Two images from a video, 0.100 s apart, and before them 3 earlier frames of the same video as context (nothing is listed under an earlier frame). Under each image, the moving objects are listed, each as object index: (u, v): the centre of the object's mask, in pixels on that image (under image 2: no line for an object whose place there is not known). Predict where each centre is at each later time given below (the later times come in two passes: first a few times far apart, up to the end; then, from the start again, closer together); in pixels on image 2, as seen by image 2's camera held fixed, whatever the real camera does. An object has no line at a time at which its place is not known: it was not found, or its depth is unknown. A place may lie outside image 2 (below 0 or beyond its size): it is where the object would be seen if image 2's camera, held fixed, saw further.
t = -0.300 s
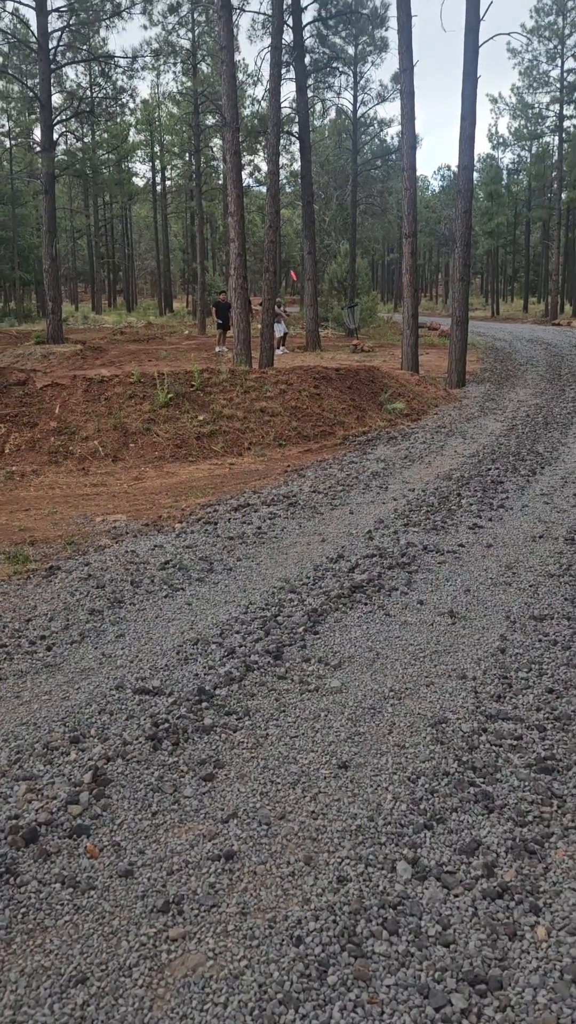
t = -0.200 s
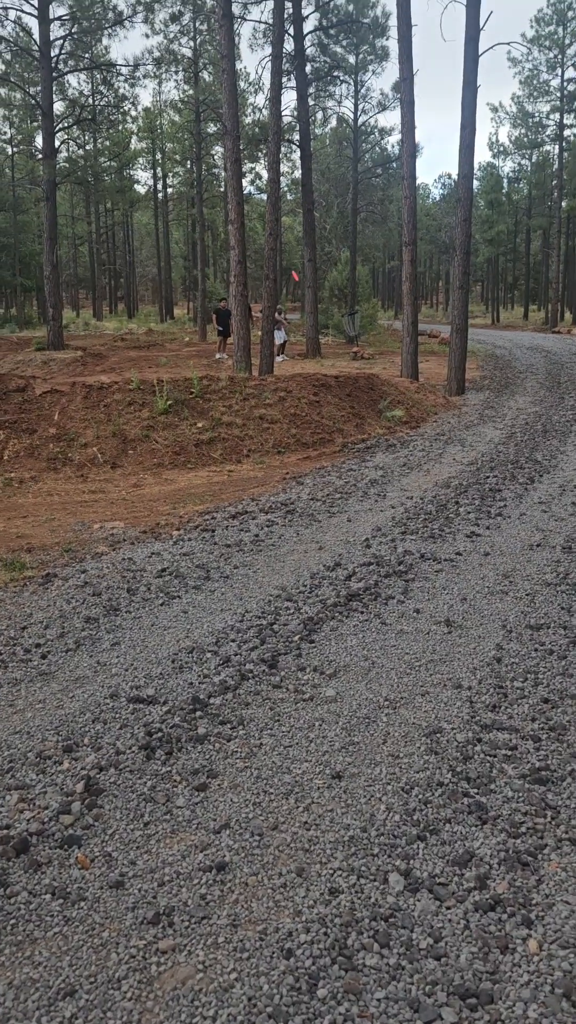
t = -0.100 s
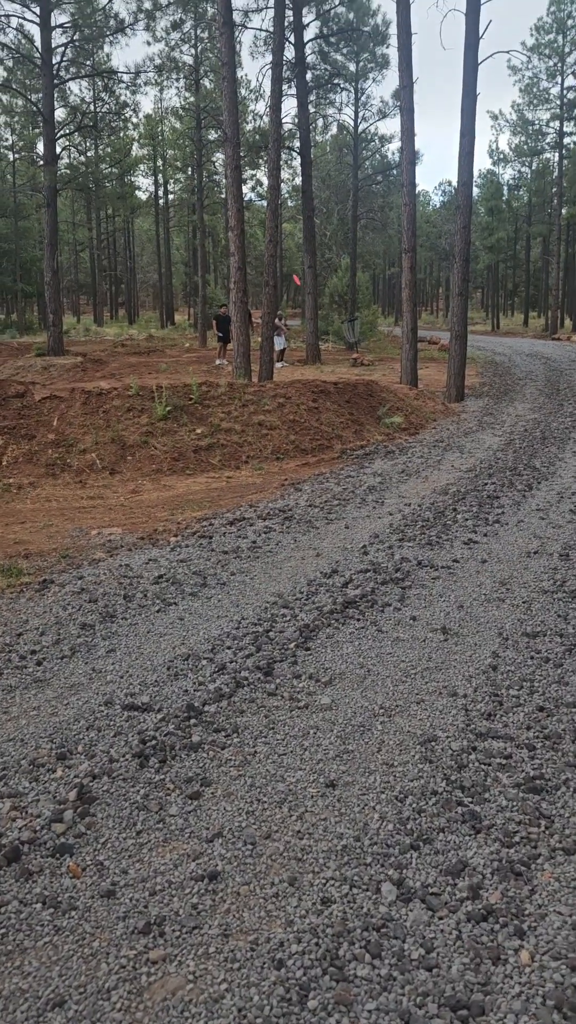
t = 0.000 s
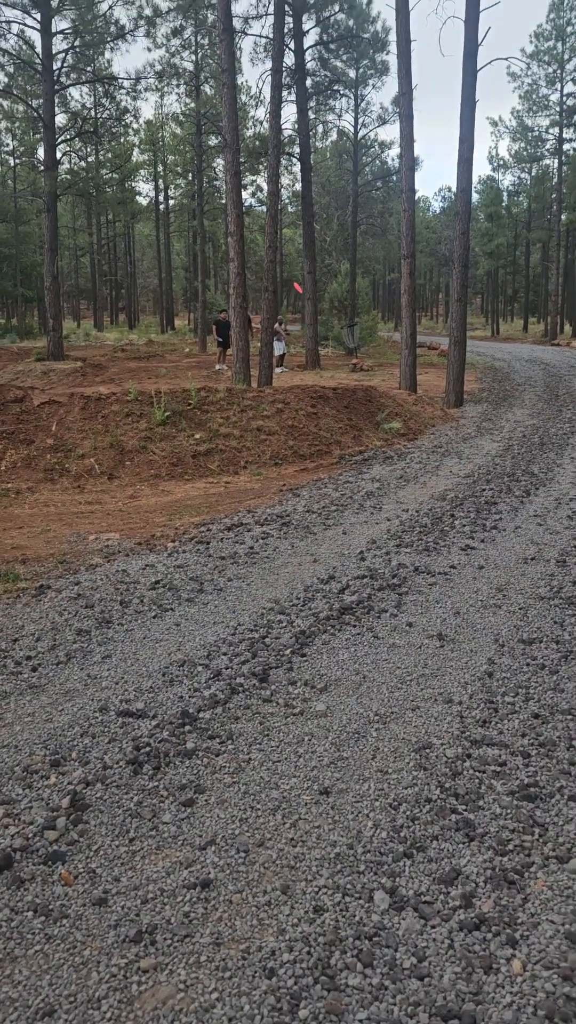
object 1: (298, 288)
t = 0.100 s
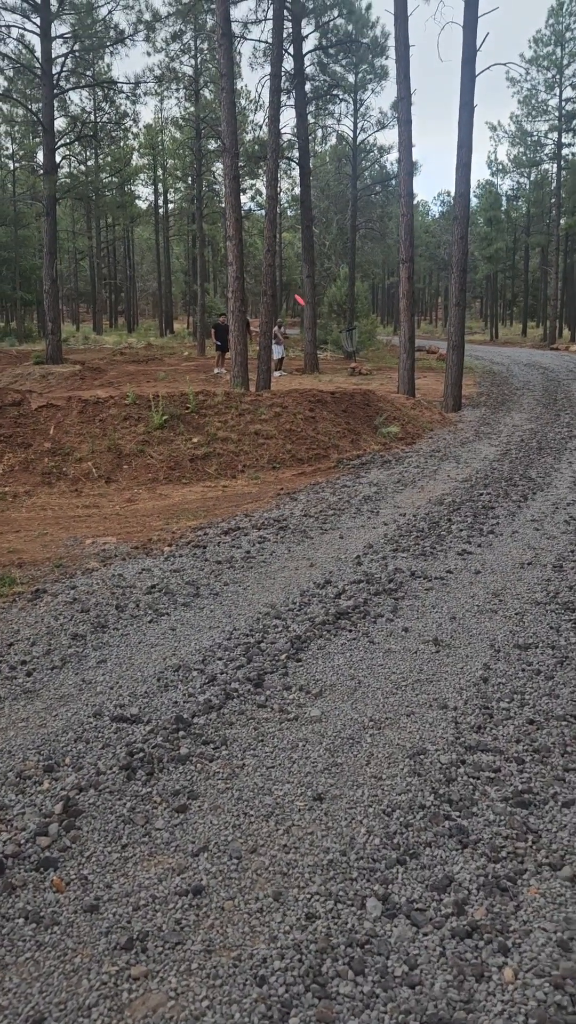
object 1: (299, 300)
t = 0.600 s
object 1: (373, 448)
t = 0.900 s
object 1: (439, 503)
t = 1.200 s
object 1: (488, 544)
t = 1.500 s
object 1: (515, 581)
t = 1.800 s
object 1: (519, 591)
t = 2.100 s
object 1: (518, 592)
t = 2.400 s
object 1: (518, 592)
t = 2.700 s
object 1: (518, 592)
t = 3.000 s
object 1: (518, 592)
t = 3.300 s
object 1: (518, 592)
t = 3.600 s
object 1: (518, 592)
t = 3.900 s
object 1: (518, 592)
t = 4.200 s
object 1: (518, 592)
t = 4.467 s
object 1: (517, 592)
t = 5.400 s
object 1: (518, 592)
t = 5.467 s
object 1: (518, 592)
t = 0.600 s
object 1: (373, 448)
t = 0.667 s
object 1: (396, 487)
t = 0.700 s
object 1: (403, 496)
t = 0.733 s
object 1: (410, 496)
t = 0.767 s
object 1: (416, 495)
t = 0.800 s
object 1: (421, 495)
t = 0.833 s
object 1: (427, 496)
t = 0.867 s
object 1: (433, 499)
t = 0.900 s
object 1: (439, 503)
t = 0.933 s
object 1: (446, 510)
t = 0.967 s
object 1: (453, 516)
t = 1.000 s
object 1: (459, 524)
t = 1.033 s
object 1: (464, 531)
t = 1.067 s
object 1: (471, 539)
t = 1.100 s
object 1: (476, 542)
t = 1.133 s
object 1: (480, 542)
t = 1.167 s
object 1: (484, 543)
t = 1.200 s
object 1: (488, 544)
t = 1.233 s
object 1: (492, 545)
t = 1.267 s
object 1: (496, 549)
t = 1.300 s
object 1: (500, 556)
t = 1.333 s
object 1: (504, 561)
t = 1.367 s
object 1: (509, 571)
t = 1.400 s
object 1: (511, 575)
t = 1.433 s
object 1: (515, 579)
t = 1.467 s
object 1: (515, 579)
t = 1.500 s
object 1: (515, 581)
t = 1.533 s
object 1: (516, 583)
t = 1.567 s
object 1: (516, 586)
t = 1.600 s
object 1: (518, 588)
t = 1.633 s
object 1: (518, 588)
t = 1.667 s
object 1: (519, 589)
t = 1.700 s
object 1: (519, 590)
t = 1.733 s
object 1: (519, 592)
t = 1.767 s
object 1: (519, 591)
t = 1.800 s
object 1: (519, 591)
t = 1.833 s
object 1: (519, 591)
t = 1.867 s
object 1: (519, 591)
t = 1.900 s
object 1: (519, 592)
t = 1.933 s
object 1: (519, 592)
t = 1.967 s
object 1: (518, 592)
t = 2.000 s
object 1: (518, 592)
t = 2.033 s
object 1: (518, 592)
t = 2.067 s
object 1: (518, 592)
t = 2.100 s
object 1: (518, 592)
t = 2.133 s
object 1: (518, 592)
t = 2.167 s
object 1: (518, 592)
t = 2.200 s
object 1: (518, 592)
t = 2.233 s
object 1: (519, 592)
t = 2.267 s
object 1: (518, 592)
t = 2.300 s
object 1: (518, 592)
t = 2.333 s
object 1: (518, 592)
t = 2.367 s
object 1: (518, 592)
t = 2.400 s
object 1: (518, 592)
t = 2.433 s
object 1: (518, 592)
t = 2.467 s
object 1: (518, 592)
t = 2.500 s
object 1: (518, 592)
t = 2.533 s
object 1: (518, 592)
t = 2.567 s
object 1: (518, 592)
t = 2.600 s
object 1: (518, 592)
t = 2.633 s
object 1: (518, 592)
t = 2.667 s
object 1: (518, 592)
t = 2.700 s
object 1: (518, 592)
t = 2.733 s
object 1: (518, 592)
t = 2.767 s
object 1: (518, 592)
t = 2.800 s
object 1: (518, 592)
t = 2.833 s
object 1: (518, 592)
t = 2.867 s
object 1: (518, 592)
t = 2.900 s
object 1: (518, 592)
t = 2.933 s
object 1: (518, 592)
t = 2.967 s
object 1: (518, 592)
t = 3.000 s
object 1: (518, 592)
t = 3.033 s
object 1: (518, 592)
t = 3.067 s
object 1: (518, 592)
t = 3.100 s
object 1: (518, 592)
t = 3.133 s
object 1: (518, 592)
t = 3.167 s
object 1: (518, 592)
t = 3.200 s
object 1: (518, 592)
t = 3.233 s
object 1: (518, 592)
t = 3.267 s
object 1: (518, 592)
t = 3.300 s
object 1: (518, 592)
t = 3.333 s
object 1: (518, 592)
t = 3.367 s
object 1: (518, 592)
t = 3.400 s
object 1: (518, 592)
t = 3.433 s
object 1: (518, 592)
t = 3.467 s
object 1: (518, 592)
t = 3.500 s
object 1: (518, 592)
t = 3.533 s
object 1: (518, 592)
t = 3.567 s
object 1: (518, 592)
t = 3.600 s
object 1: (518, 592)
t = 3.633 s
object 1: (518, 592)
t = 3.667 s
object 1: (518, 592)
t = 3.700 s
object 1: (518, 592)
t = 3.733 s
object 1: (518, 592)
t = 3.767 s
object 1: (518, 592)
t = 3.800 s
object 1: (518, 592)
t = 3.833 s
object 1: (518, 592)
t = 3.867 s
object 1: (518, 592)
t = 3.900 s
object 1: (518, 592)
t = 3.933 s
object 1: (518, 592)
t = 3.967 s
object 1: (518, 592)
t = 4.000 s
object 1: (518, 592)
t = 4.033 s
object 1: (518, 592)
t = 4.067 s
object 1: (518, 592)
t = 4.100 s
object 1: (518, 592)
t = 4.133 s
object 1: (518, 592)
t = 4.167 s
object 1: (518, 592)
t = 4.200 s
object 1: (518, 592)
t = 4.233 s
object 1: (518, 592)
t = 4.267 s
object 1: (518, 592)
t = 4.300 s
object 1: (518, 592)
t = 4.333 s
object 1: (518, 592)
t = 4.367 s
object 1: (518, 592)
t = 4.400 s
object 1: (518, 591)
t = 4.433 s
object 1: (518, 592)
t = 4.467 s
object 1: (517, 592)
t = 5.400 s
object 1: (518, 592)
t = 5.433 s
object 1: (518, 592)
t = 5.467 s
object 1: (518, 592)
